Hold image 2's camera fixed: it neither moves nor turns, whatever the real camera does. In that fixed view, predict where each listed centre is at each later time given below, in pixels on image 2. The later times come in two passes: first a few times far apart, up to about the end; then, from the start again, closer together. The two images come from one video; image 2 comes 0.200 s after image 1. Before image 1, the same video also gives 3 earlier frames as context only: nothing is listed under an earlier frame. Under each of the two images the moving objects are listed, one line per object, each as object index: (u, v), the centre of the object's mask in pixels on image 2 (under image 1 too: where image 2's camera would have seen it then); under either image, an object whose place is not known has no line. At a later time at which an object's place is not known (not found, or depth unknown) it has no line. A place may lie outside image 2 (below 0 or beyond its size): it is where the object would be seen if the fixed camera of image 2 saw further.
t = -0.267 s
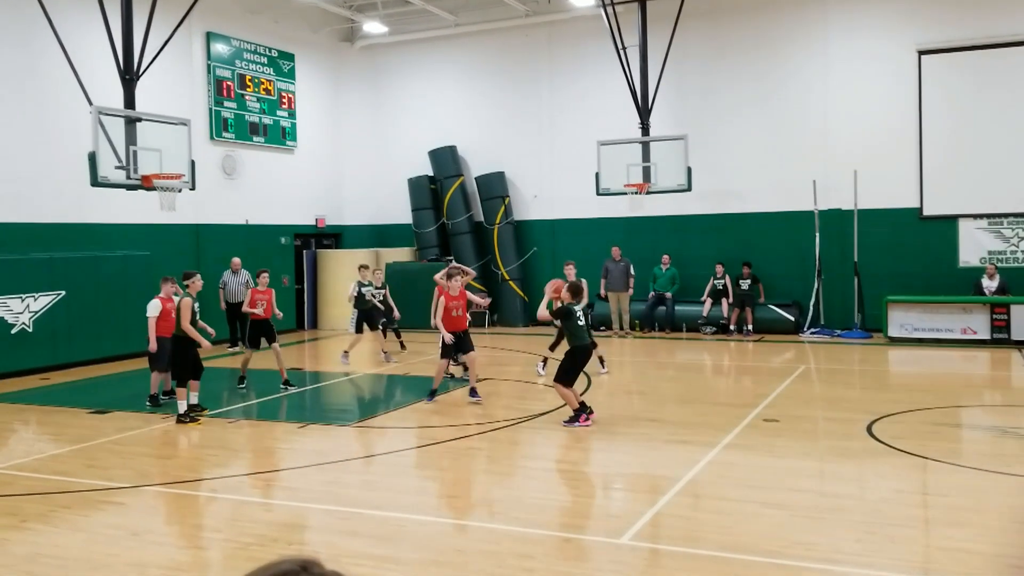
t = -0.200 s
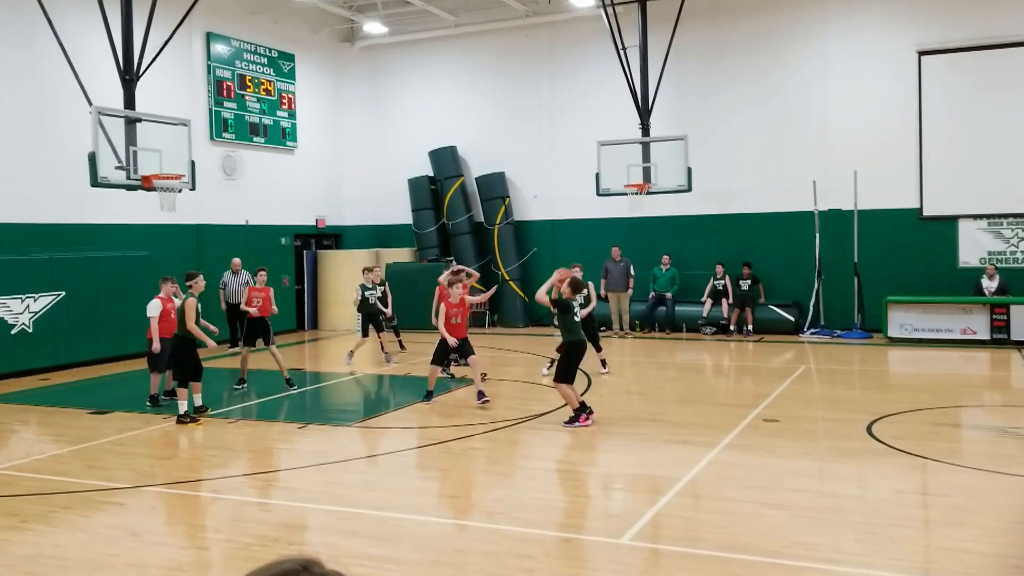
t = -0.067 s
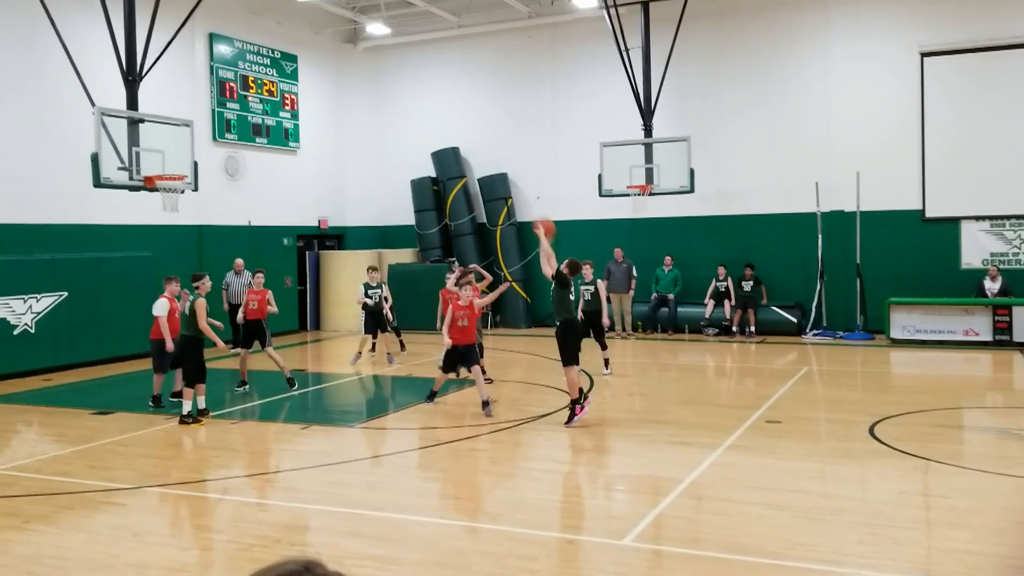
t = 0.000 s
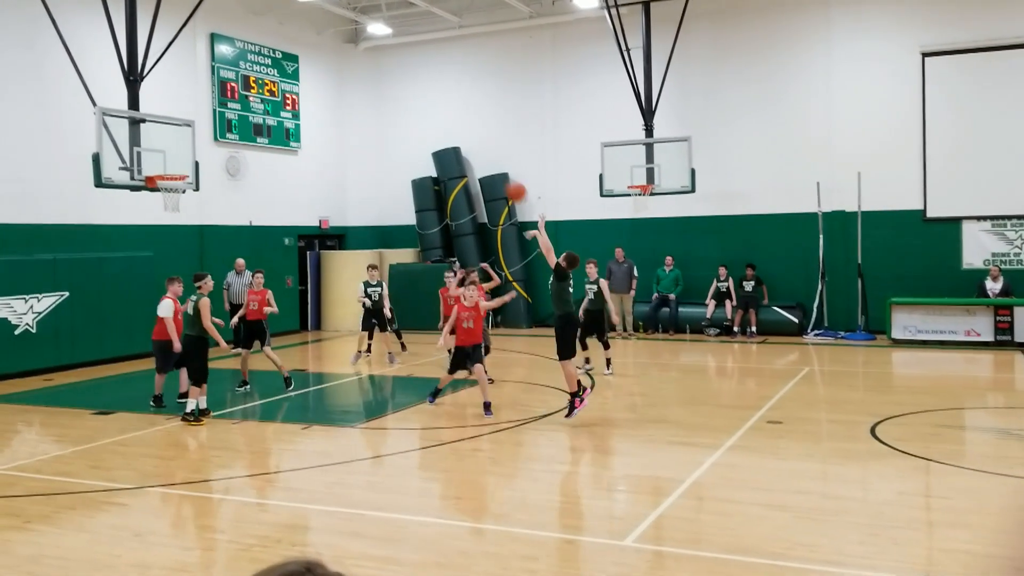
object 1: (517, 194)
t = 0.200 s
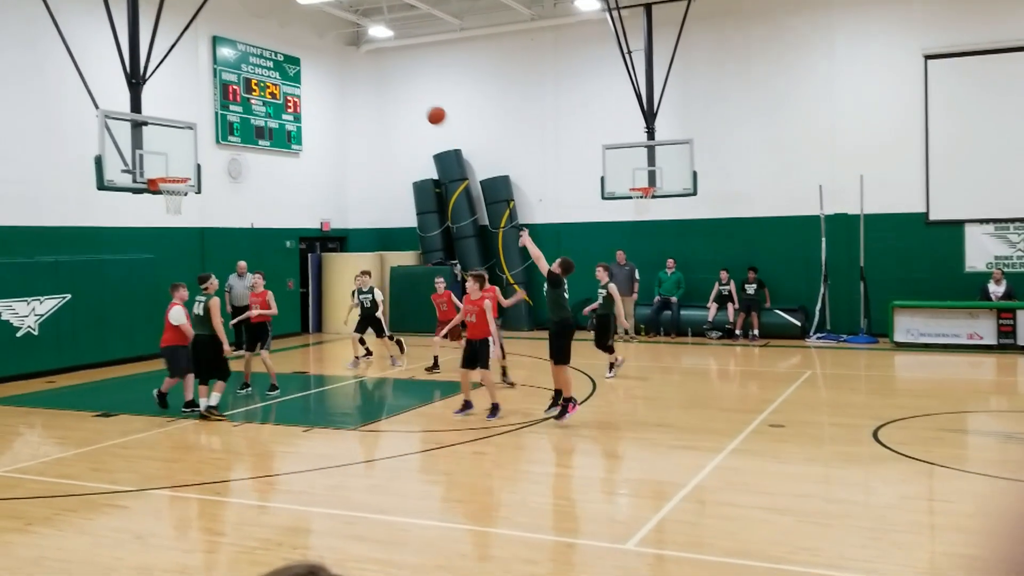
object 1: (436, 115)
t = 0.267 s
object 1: (410, 97)
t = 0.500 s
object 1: (330, 65)
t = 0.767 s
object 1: (250, 80)
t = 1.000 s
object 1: (188, 130)
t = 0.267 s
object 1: (410, 97)
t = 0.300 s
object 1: (398, 90)
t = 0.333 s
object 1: (386, 84)
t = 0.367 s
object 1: (374, 78)
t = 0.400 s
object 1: (363, 73)
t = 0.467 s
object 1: (340, 67)
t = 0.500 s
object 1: (330, 65)
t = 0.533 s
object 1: (319, 64)
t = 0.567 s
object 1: (309, 64)
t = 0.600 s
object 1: (298, 64)
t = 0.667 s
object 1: (279, 68)
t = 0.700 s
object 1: (270, 71)
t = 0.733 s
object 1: (260, 74)
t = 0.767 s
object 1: (250, 80)
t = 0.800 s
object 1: (243, 84)
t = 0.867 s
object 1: (223, 97)
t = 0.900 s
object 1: (214, 105)
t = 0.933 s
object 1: (204, 112)
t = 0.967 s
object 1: (196, 121)
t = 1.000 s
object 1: (188, 130)
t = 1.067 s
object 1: (171, 152)
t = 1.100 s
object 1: (164, 163)
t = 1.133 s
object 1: (158, 171)
